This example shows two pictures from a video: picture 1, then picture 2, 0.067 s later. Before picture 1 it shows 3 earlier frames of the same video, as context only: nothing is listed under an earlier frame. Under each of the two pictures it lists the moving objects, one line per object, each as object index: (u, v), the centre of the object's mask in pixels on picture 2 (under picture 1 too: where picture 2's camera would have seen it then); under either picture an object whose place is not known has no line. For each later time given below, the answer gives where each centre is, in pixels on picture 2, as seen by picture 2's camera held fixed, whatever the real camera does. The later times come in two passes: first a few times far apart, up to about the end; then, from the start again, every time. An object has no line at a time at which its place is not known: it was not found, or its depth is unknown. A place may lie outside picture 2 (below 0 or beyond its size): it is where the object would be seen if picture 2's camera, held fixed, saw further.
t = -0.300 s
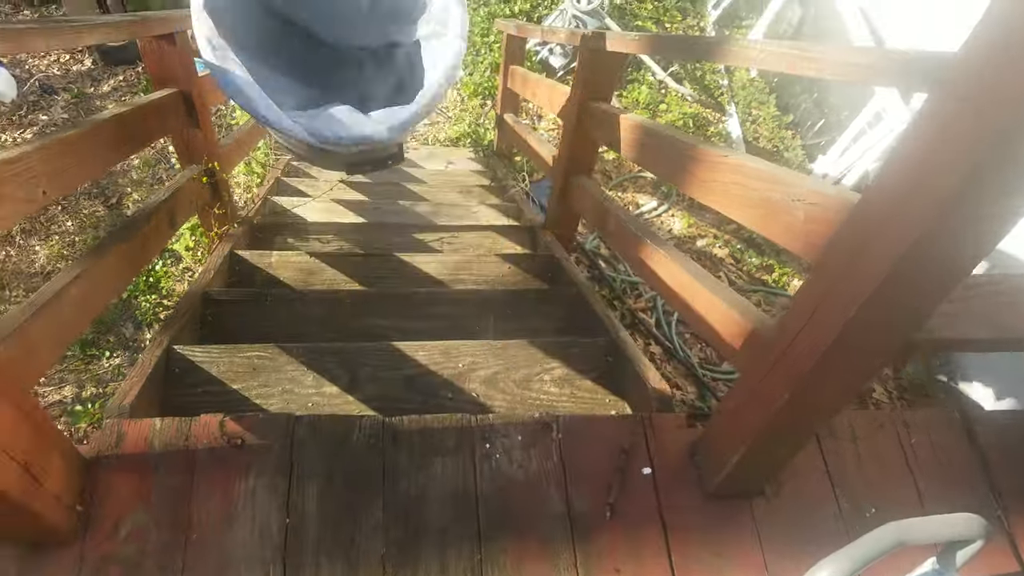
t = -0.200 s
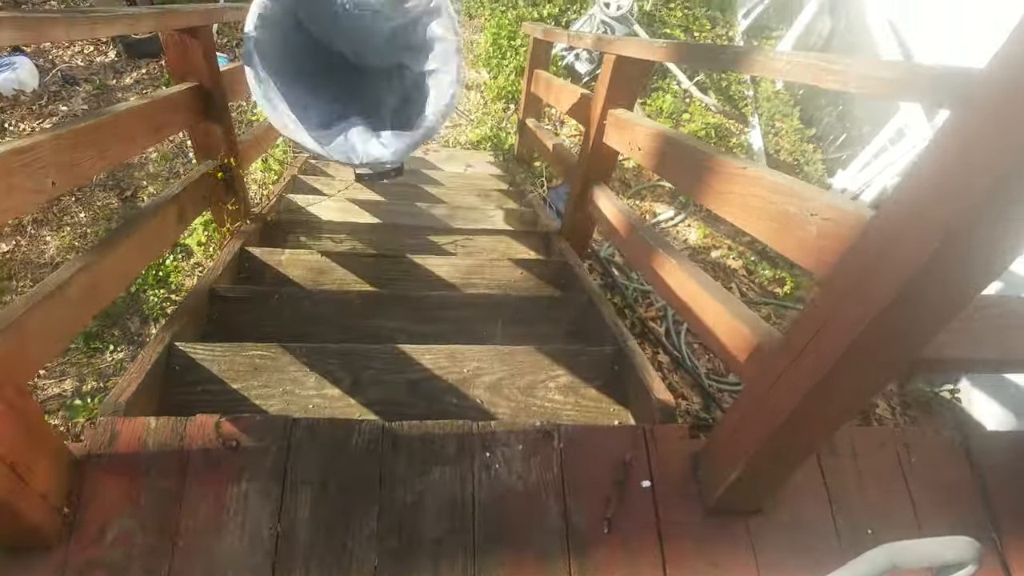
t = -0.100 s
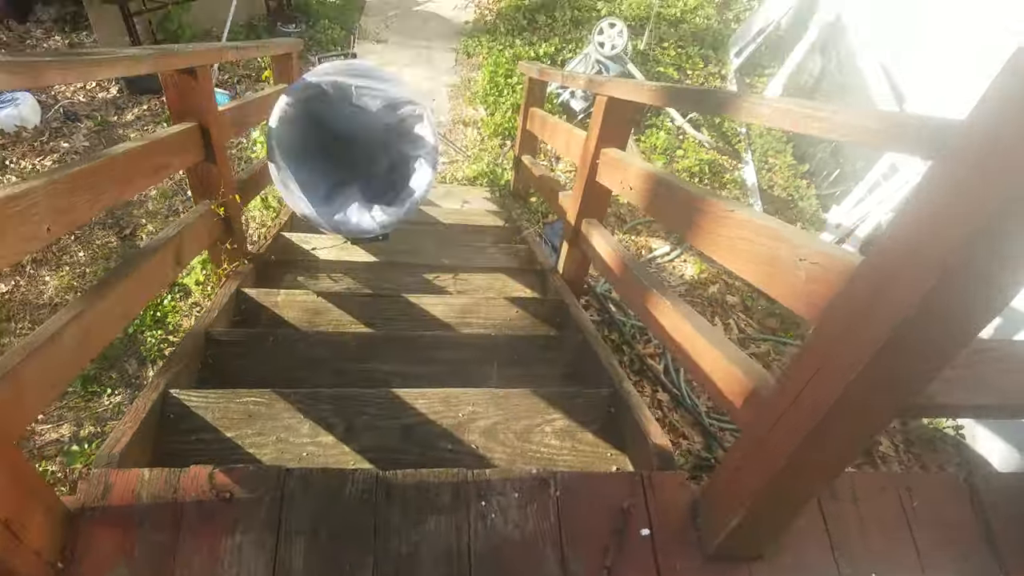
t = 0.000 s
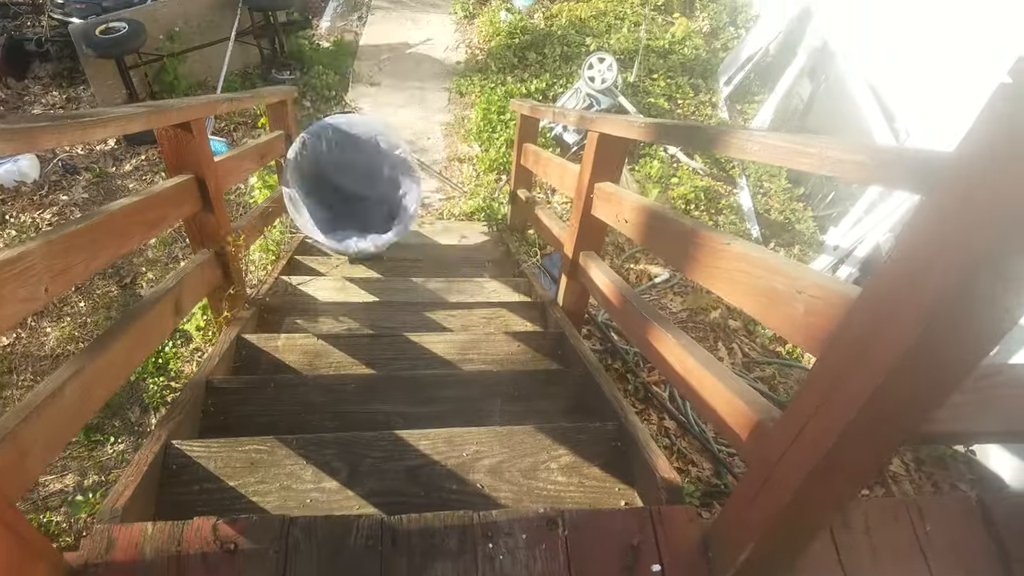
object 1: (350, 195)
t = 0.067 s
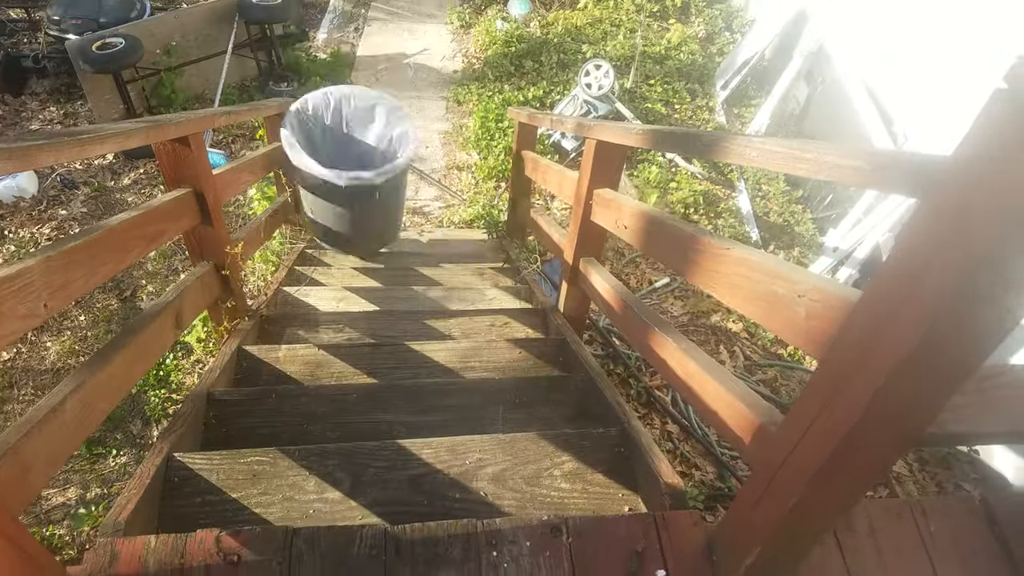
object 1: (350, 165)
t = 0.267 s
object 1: (356, 109)
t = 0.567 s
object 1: (365, 99)
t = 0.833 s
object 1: (367, 60)
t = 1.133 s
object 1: (373, 44)
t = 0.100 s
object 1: (351, 150)
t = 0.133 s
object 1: (351, 140)
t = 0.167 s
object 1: (352, 127)
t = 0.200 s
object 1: (354, 118)
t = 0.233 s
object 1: (354, 112)
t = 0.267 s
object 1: (356, 109)
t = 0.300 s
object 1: (358, 109)
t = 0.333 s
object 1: (361, 112)
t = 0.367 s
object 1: (360, 118)
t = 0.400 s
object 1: (361, 121)
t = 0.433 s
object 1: (363, 125)
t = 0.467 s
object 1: (365, 130)
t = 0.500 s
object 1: (365, 120)
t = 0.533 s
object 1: (365, 108)
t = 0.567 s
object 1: (365, 99)
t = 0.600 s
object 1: (365, 91)
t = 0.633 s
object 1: (365, 86)
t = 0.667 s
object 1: (364, 82)
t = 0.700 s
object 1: (365, 79)
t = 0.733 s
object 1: (365, 75)
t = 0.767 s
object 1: (366, 70)
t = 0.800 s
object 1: (367, 65)
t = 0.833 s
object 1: (367, 60)
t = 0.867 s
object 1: (367, 59)
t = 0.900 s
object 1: (367, 55)
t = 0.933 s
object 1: (368, 52)
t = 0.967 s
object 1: (368, 48)
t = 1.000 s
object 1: (368, 46)
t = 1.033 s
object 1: (369, 45)
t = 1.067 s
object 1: (370, 44)
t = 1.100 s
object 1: (372, 44)
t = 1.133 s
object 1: (373, 44)
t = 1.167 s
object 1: (374, 43)
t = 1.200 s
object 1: (375, 43)
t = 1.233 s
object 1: (377, 43)
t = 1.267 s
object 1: (378, 43)
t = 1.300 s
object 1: (379, 44)
